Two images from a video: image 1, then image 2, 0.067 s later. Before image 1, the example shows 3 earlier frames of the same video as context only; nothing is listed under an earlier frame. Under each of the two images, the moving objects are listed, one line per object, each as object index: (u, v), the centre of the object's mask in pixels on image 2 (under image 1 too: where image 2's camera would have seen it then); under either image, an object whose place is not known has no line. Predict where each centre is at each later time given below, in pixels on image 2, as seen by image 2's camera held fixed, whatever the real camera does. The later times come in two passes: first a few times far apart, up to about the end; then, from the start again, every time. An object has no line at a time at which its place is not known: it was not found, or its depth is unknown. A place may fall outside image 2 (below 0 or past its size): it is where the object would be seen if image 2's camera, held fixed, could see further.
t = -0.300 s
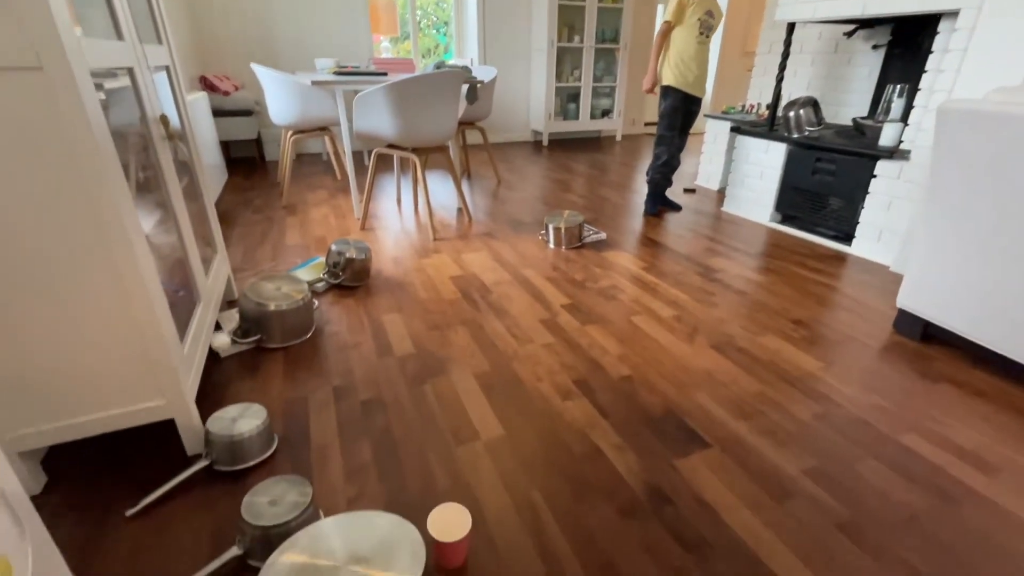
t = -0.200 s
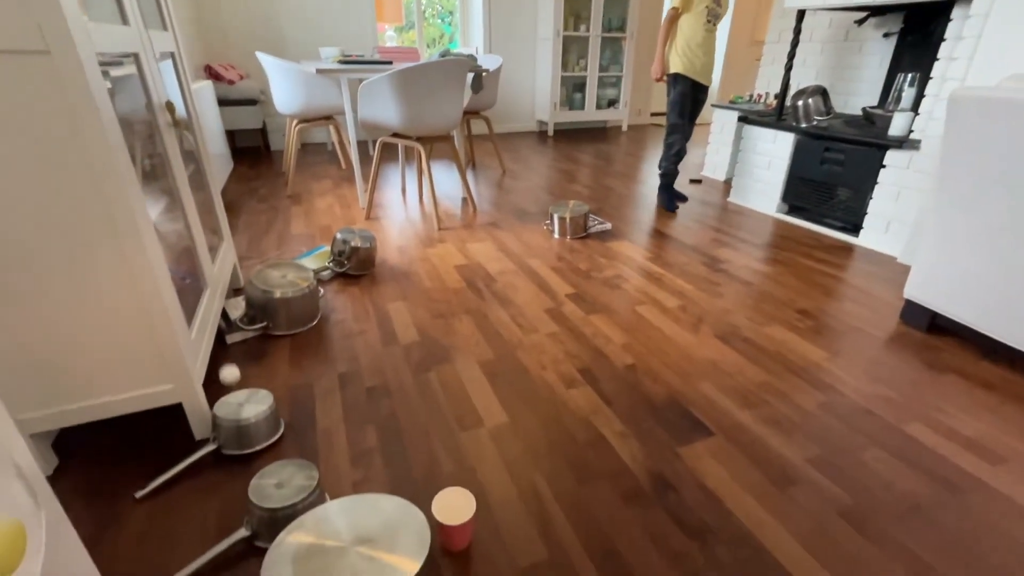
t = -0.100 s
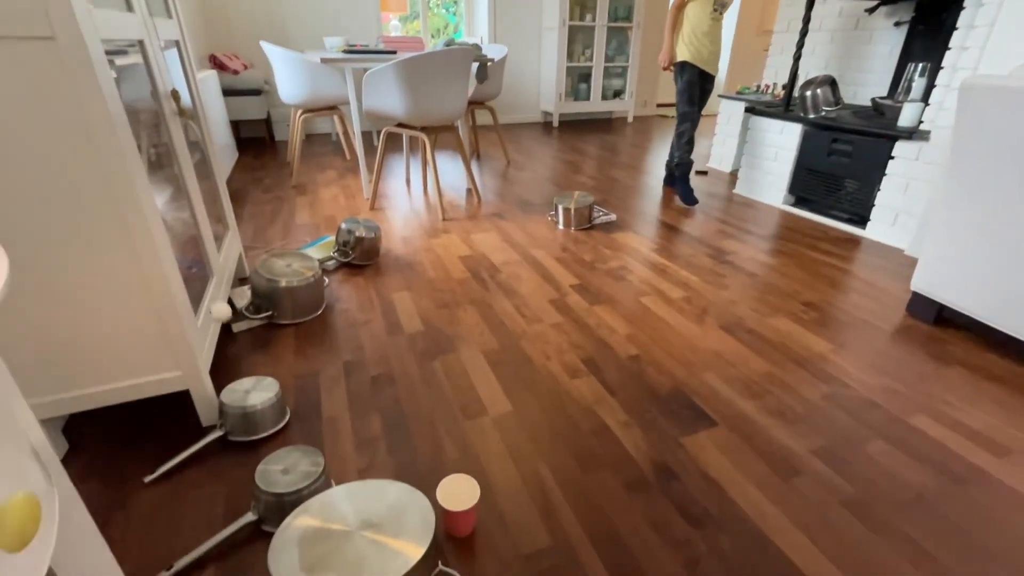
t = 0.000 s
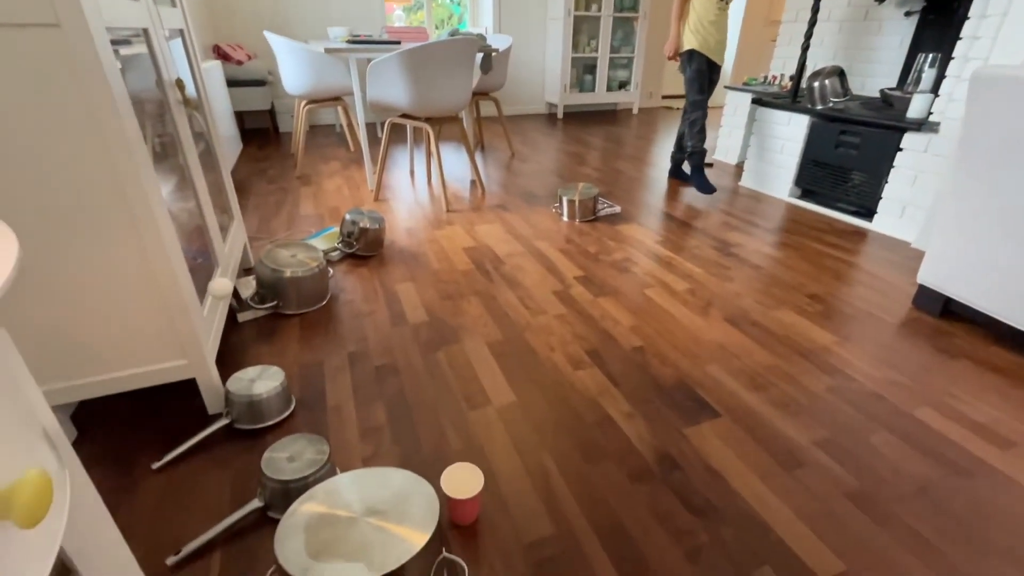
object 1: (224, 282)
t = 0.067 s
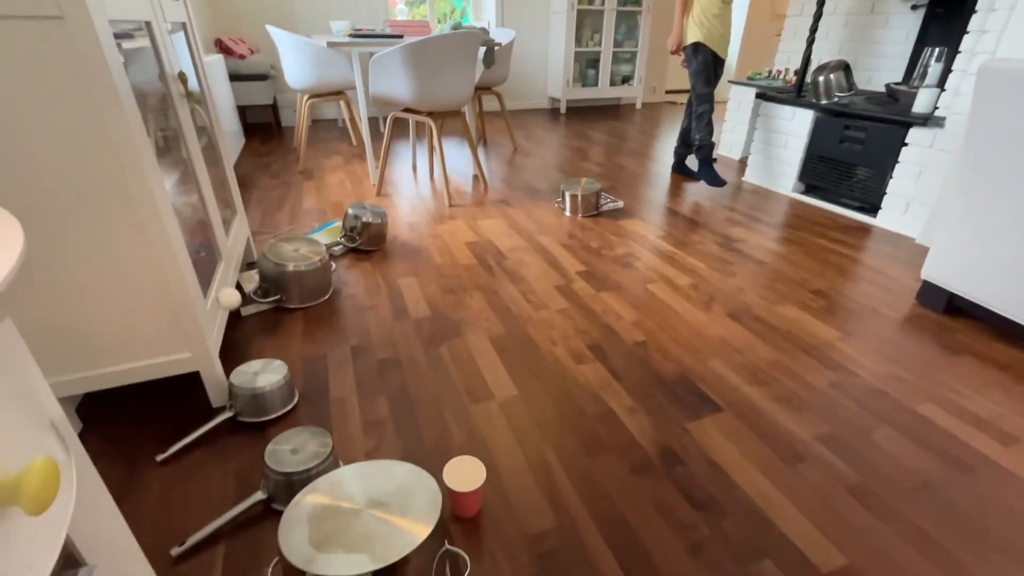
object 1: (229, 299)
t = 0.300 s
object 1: (273, 417)
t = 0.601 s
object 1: (340, 429)
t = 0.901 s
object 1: (422, 394)
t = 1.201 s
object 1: (455, 471)
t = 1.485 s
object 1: (461, 480)
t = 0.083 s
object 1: (231, 306)
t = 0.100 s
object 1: (233, 315)
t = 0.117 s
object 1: (236, 326)
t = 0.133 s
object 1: (239, 337)
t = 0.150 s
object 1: (243, 349)
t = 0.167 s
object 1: (248, 360)
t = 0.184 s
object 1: (253, 377)
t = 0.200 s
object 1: (257, 394)
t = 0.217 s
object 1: (262, 409)
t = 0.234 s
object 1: (267, 427)
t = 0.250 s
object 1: (273, 446)
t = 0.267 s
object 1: (273, 437)
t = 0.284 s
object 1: (273, 427)
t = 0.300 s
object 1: (273, 417)
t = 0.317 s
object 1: (273, 407)
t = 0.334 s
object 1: (274, 398)
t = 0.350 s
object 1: (275, 391)
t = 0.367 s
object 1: (276, 385)
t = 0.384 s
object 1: (278, 377)
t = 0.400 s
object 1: (281, 373)
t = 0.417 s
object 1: (284, 371)
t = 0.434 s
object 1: (288, 369)
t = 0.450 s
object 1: (292, 369)
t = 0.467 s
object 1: (296, 370)
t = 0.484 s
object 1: (300, 373)
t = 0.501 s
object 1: (304, 377)
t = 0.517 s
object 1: (310, 382)
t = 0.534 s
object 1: (315, 389)
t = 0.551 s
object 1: (321, 397)
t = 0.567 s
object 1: (327, 407)
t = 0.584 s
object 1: (334, 417)
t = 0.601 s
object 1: (340, 429)
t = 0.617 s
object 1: (347, 442)
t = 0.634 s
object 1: (353, 454)
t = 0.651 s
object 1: (360, 472)
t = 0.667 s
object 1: (364, 470)
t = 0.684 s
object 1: (368, 456)
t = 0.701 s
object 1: (371, 444)
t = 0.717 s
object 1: (374, 434)
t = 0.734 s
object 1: (378, 423)
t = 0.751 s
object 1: (381, 414)
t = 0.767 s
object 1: (385, 407)
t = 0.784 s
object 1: (389, 401)
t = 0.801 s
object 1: (393, 395)
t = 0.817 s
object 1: (398, 391)
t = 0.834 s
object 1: (403, 389)
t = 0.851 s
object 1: (407, 388)
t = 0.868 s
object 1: (412, 389)
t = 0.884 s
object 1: (417, 391)
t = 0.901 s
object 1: (422, 394)
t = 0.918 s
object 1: (427, 398)
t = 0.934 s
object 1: (431, 403)
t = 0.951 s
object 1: (436, 410)
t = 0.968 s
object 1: (441, 418)
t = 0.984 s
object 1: (446, 426)
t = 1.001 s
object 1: (450, 436)
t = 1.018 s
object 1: (455, 446)
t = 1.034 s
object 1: (458, 456)
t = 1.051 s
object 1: (463, 468)
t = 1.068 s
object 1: (467, 478)
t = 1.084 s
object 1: (466, 480)
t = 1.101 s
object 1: (467, 484)
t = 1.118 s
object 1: (464, 481)
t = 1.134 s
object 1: (463, 478)
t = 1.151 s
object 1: (462, 475)
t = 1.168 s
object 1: (461, 472)
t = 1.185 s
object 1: (458, 472)
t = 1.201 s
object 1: (455, 471)
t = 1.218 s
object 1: (454, 472)
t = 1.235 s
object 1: (454, 472)
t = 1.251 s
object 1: (454, 471)
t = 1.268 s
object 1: (454, 472)
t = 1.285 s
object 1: (454, 472)
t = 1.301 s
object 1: (455, 472)
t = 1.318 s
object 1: (459, 474)
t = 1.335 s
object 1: (459, 477)
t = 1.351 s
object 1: (459, 481)
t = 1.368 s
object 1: (461, 484)
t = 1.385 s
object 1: (462, 485)
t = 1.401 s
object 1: (463, 485)
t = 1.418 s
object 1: (461, 484)
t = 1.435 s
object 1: (461, 482)
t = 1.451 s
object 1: (461, 481)
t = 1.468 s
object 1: (461, 480)
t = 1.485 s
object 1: (461, 480)
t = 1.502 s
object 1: (461, 481)
